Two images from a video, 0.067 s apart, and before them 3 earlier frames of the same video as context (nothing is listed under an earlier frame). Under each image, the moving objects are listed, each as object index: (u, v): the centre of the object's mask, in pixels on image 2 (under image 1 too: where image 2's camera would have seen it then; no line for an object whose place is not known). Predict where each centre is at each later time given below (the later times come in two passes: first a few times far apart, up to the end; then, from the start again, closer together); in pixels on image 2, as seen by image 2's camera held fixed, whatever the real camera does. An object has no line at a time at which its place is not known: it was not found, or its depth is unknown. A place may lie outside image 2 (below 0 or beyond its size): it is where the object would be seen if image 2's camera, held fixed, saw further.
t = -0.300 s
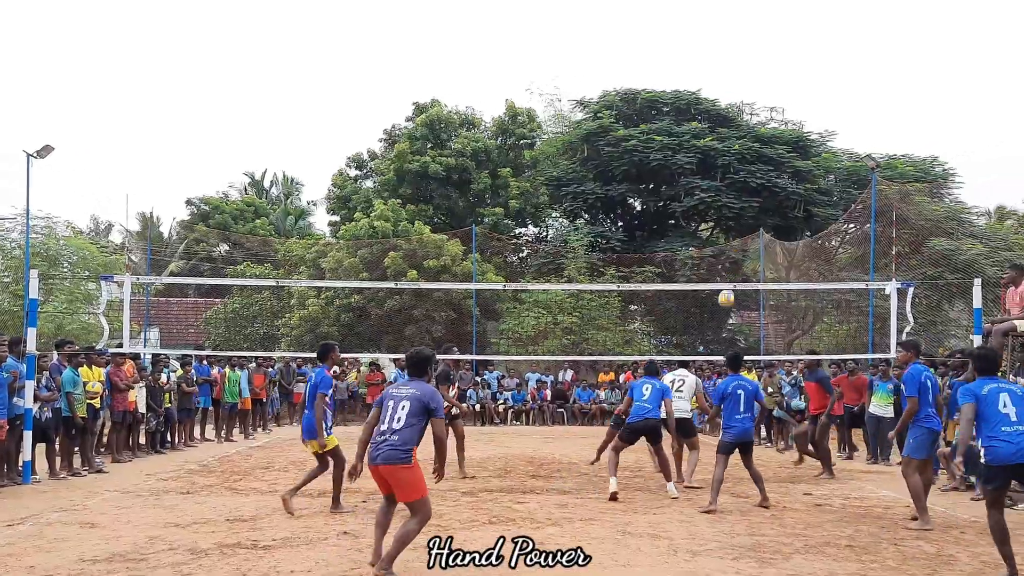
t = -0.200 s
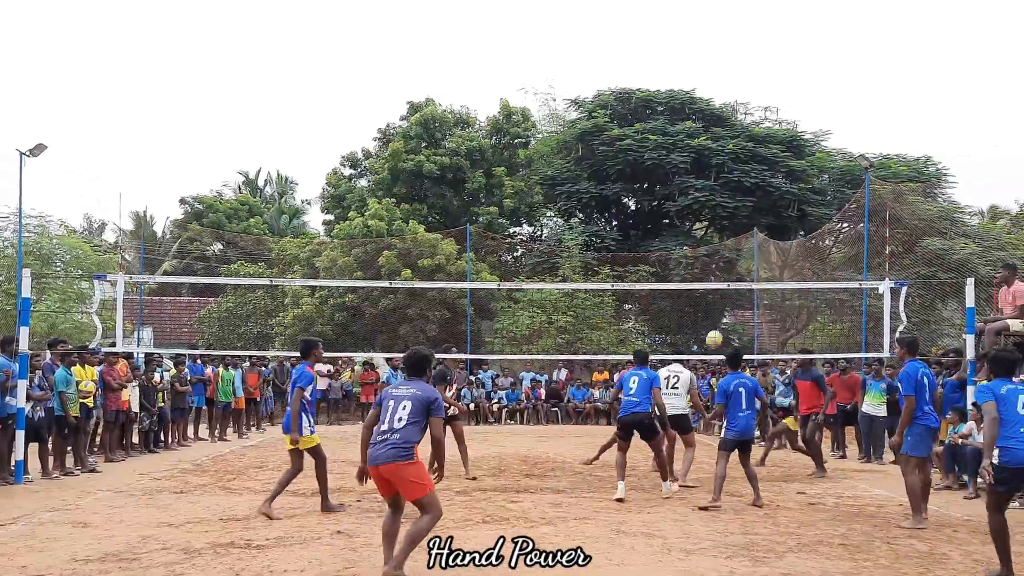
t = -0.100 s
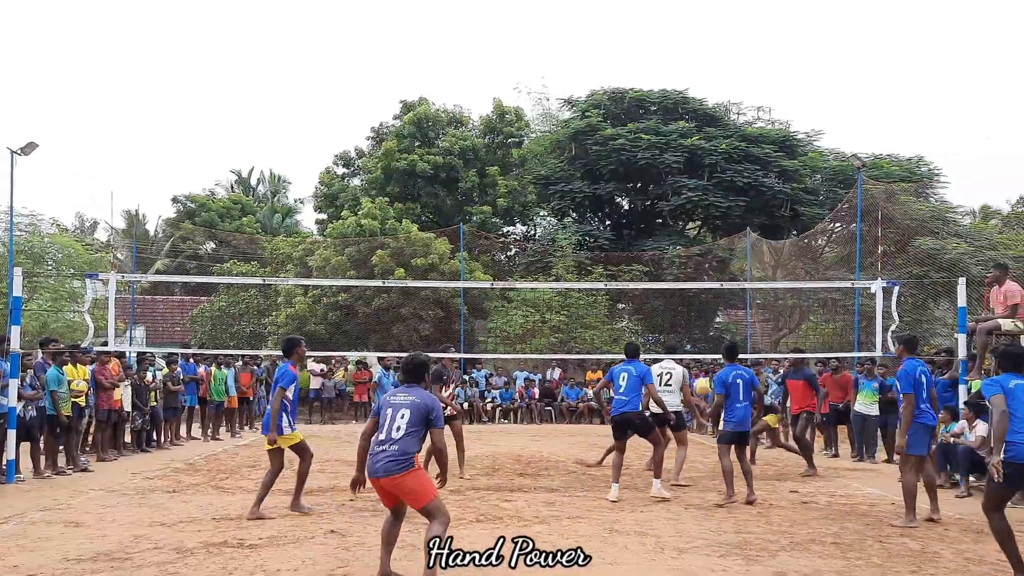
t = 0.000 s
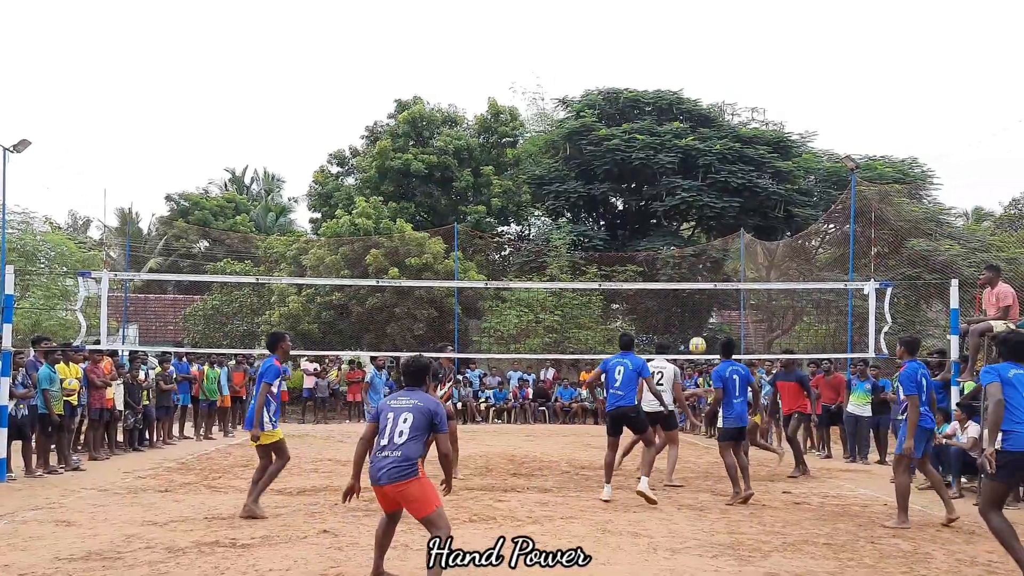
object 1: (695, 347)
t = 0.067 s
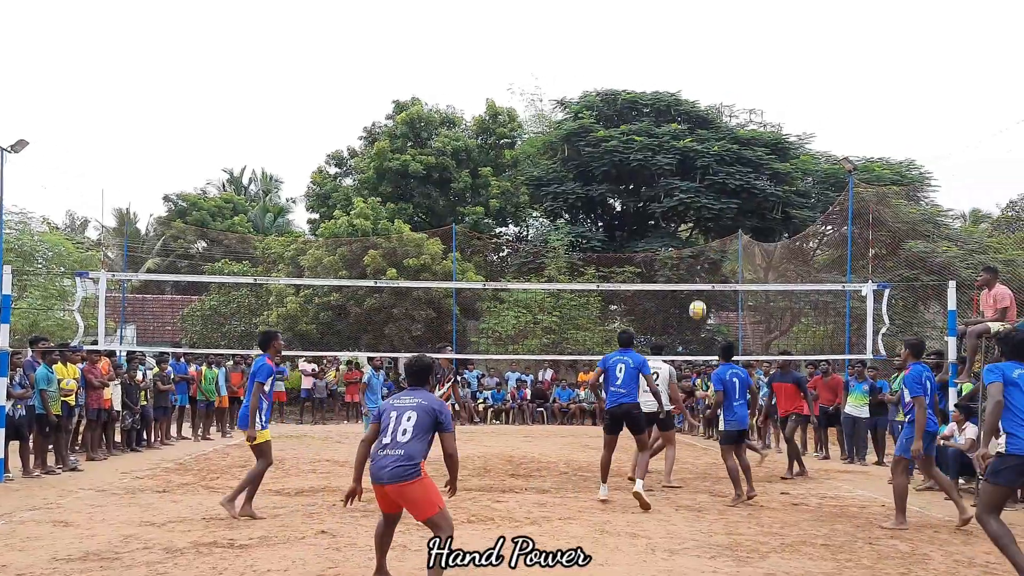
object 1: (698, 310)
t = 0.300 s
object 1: (706, 190)
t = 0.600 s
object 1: (718, 68)
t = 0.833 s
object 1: (729, 13)
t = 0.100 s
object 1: (698, 295)
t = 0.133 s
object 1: (700, 274)
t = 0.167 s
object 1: (700, 257)
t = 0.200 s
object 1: (702, 240)
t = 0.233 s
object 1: (703, 223)
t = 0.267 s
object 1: (704, 207)
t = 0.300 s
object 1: (706, 190)
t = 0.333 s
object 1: (707, 175)
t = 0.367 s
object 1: (708, 160)
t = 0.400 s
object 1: (709, 145)
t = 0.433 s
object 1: (710, 130)
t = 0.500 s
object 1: (713, 105)
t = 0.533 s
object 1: (714, 91)
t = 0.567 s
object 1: (716, 79)
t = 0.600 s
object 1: (718, 68)
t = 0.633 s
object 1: (719, 57)
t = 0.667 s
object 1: (720, 47)
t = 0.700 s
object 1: (722, 38)
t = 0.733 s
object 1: (724, 30)
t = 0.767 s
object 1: (726, 23)
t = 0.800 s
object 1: (728, 16)
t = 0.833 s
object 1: (729, 13)
